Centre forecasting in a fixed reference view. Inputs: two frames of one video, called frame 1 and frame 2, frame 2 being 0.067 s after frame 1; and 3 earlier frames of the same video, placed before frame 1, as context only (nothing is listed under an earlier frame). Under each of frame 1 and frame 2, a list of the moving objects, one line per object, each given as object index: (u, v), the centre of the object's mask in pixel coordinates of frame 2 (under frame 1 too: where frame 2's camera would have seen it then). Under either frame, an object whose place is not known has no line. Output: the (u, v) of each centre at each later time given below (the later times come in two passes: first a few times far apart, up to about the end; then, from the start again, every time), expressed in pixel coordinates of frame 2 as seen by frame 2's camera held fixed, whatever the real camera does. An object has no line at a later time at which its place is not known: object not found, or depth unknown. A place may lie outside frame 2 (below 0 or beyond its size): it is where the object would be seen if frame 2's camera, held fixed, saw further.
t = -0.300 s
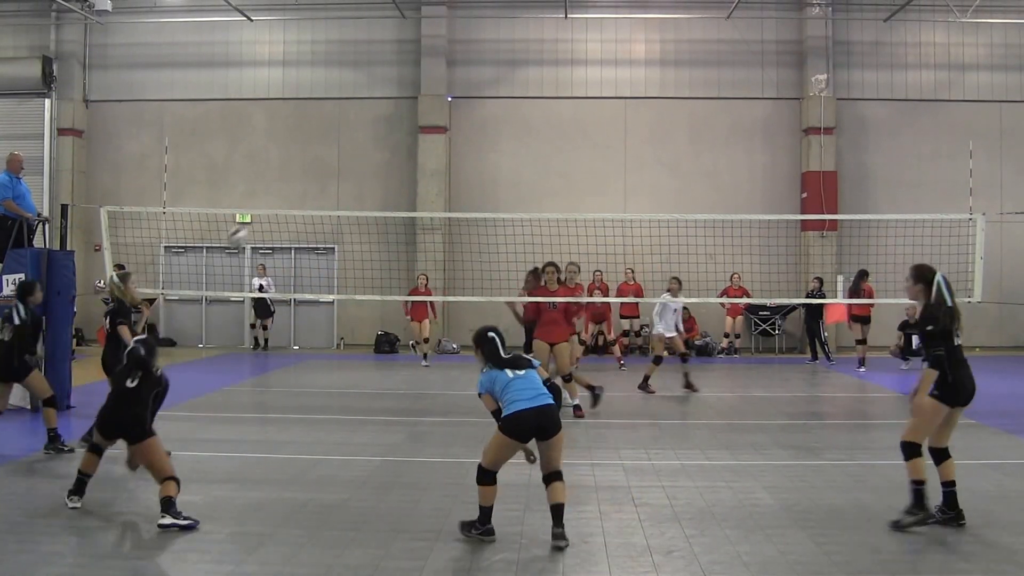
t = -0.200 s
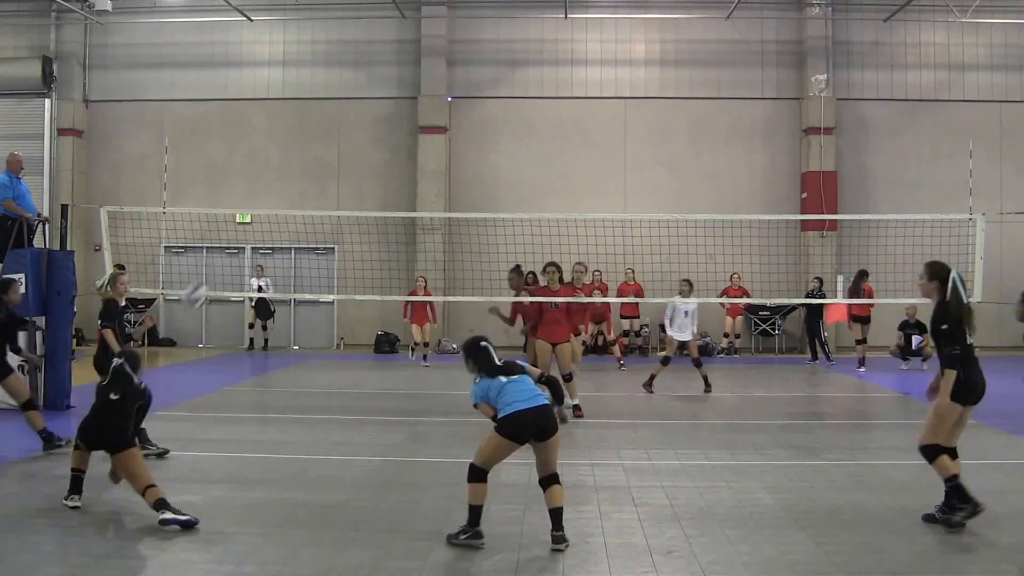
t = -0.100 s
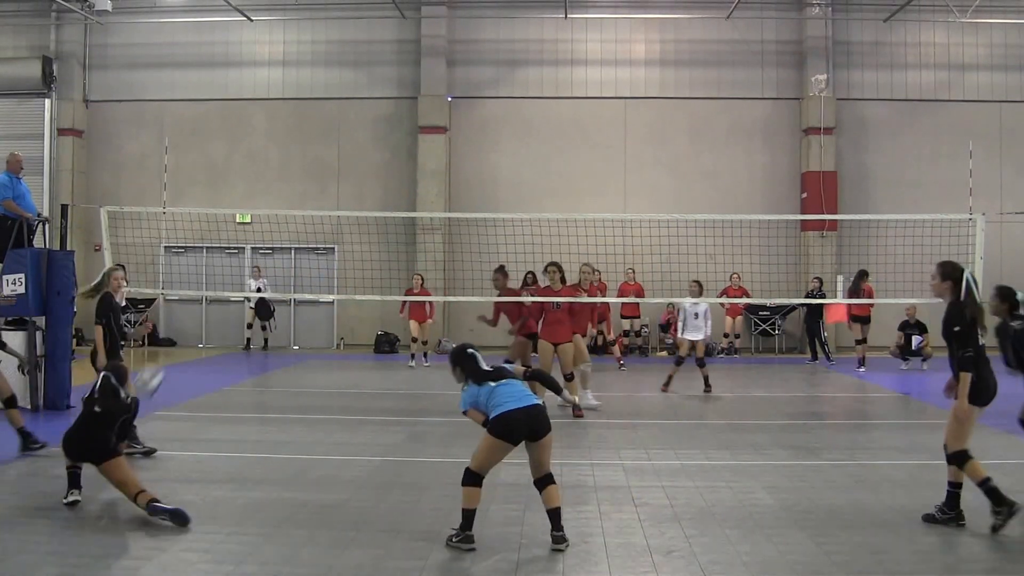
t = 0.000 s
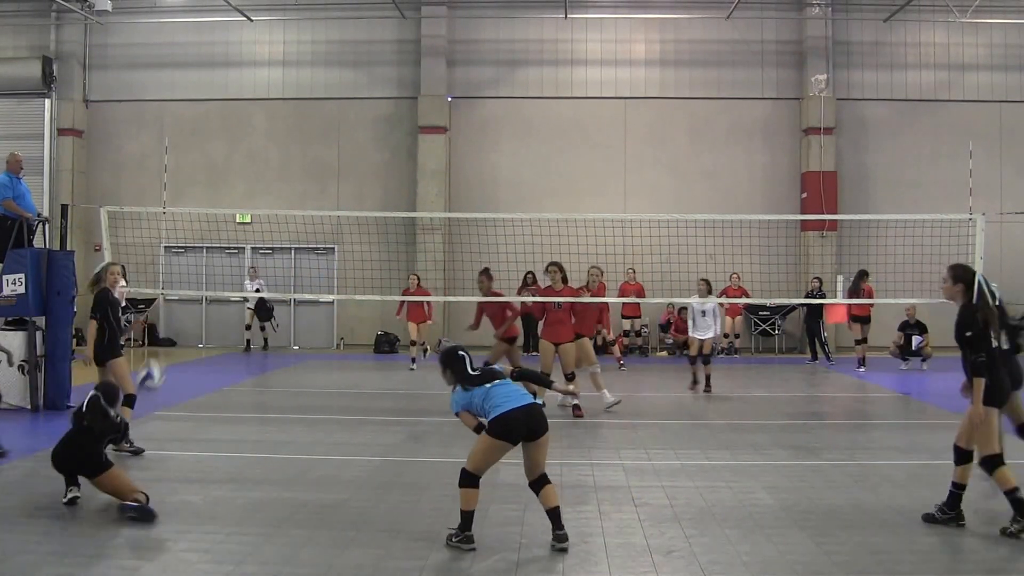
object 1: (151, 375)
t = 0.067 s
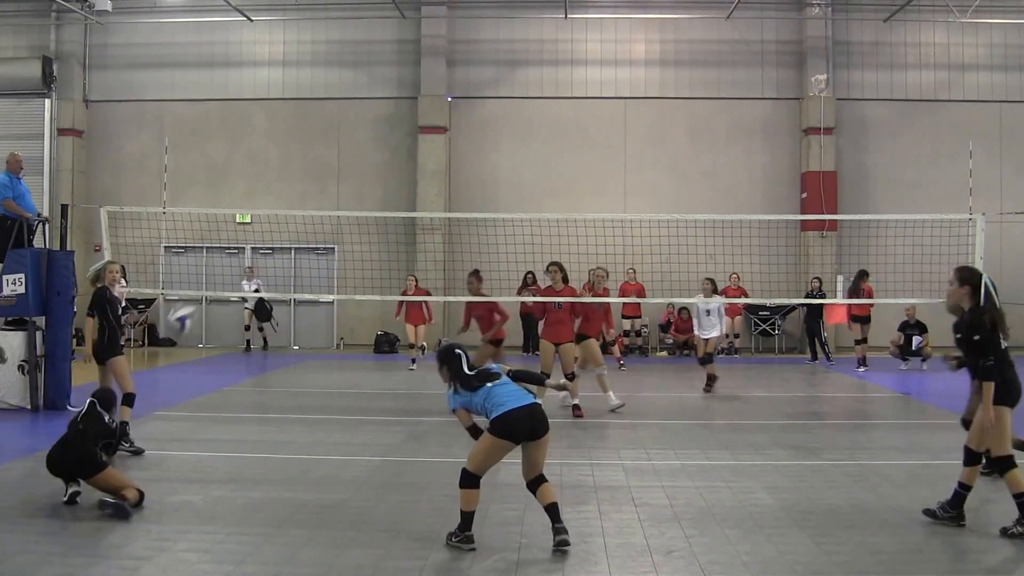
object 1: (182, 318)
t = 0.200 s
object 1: (240, 227)
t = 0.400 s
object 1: (323, 139)
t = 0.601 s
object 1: (398, 104)
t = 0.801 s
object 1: (468, 116)
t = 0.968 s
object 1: (523, 159)
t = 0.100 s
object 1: (198, 291)
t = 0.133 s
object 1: (212, 269)
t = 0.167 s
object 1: (228, 246)
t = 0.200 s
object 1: (240, 227)
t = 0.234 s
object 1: (257, 208)
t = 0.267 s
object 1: (269, 192)
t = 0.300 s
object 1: (283, 176)
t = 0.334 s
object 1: (298, 161)
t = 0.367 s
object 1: (311, 149)
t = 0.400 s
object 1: (323, 139)
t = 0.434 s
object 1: (336, 130)
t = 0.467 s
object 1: (349, 122)
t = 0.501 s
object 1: (362, 115)
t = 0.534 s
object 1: (374, 109)
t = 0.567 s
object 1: (386, 106)
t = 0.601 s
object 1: (398, 104)
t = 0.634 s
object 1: (410, 102)
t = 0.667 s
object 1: (422, 102)
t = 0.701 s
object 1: (433, 104)
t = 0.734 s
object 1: (446, 107)
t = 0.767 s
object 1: (457, 110)
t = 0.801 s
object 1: (468, 116)
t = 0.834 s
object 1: (479, 122)
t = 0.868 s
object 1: (490, 129)
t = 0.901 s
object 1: (501, 139)
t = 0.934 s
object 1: (511, 148)
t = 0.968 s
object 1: (523, 159)
